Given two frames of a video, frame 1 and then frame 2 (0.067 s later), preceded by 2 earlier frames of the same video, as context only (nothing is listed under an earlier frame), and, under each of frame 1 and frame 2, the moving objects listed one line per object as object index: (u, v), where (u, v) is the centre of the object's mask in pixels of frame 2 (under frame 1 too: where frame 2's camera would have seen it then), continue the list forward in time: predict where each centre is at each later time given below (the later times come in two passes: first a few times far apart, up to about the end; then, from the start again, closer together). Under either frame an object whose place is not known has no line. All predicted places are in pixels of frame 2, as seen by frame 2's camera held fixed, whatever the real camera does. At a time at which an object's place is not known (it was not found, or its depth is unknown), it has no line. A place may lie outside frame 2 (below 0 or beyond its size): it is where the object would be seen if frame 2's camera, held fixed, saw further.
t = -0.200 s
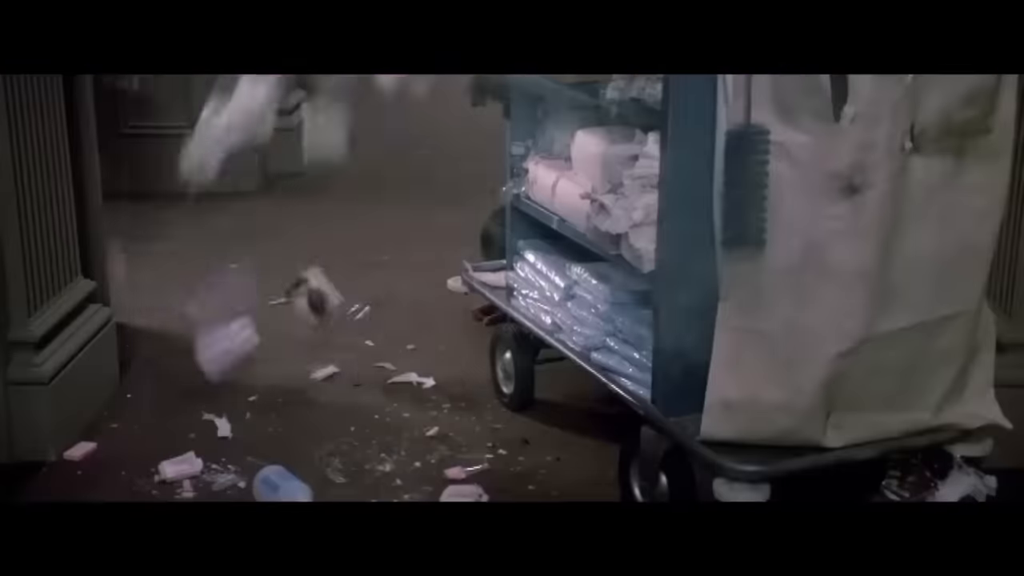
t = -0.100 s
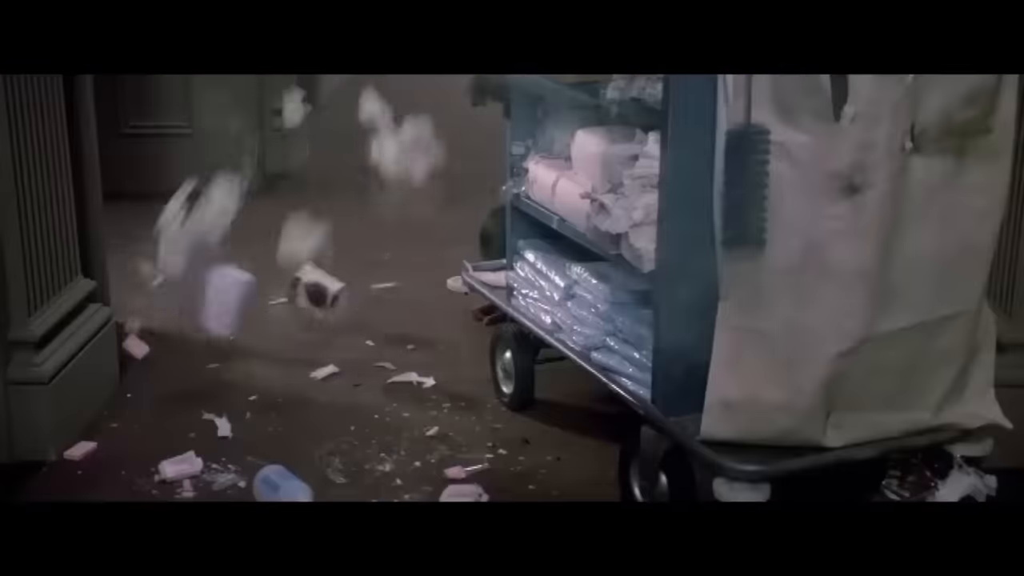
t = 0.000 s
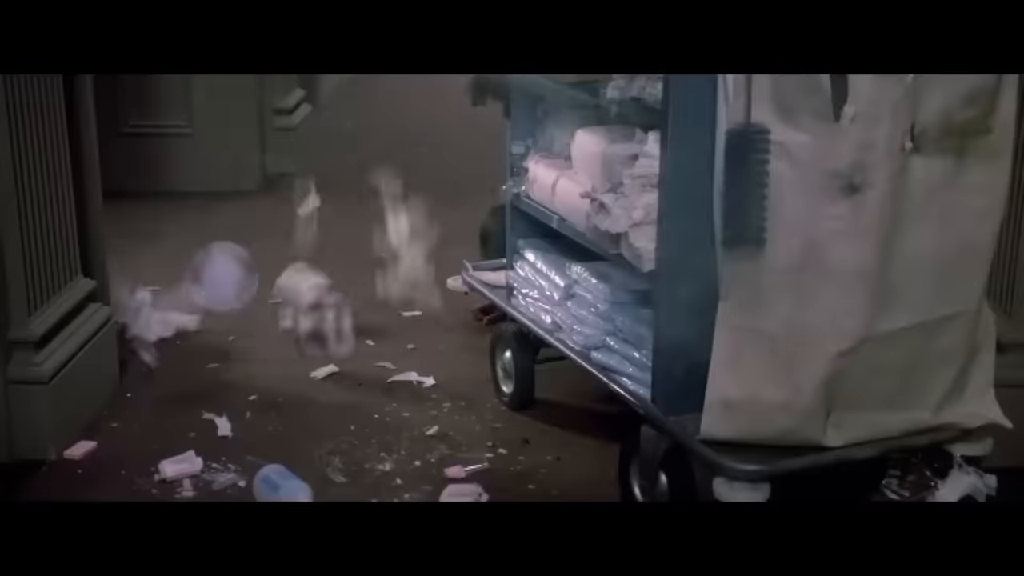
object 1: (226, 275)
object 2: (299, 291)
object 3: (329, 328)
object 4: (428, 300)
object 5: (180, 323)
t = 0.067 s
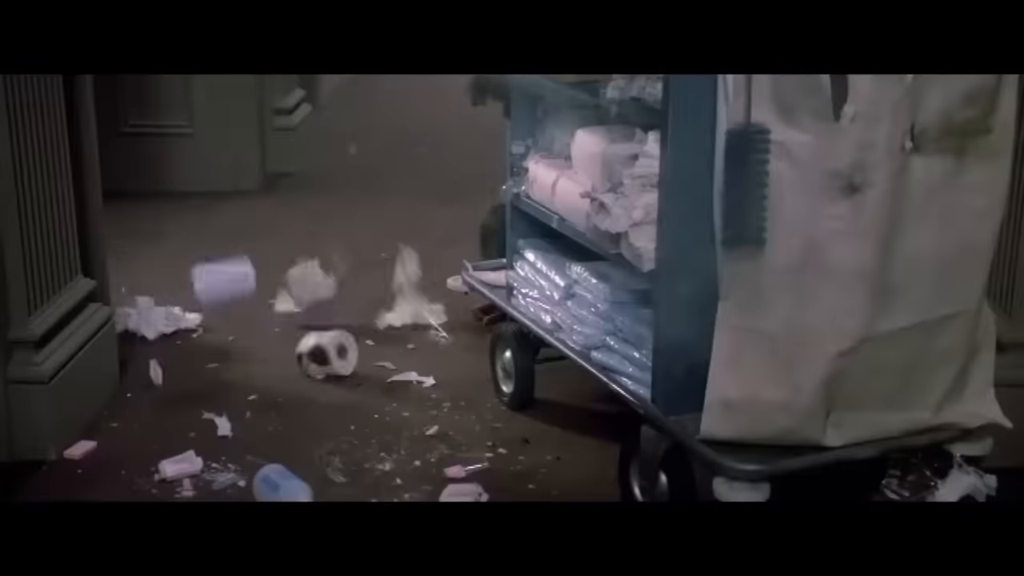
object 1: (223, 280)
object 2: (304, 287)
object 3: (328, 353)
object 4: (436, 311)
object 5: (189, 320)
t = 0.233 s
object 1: (227, 336)
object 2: (324, 303)
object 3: (348, 356)
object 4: (421, 305)
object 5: (179, 320)
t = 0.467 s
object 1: (219, 320)
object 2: (333, 315)
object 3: (373, 357)
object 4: (421, 305)
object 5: (174, 321)
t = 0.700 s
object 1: (201, 371)
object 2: (331, 314)
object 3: (367, 359)
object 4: (422, 305)
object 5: (191, 320)
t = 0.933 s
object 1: (200, 369)
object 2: (331, 314)
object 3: (367, 358)
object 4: (423, 306)
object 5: (182, 321)
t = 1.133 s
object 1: (200, 369)
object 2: (331, 314)
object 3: (367, 358)
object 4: (423, 305)
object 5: (181, 321)
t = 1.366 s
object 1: (200, 369)
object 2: (331, 314)
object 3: (367, 358)
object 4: (423, 305)
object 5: (180, 321)
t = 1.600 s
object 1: (200, 369)
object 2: (330, 314)
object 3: (367, 358)
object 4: (423, 306)
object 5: (180, 321)
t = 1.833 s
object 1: (200, 369)
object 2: (331, 314)
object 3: (367, 358)
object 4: (423, 305)
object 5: (180, 321)
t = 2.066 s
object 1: (200, 369)
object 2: (330, 314)
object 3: (367, 358)
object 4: (423, 305)
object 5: (181, 322)
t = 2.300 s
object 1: (200, 369)
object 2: (330, 314)
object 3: (367, 358)
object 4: (423, 305)
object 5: (181, 321)
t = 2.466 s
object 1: (200, 369)
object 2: (330, 314)
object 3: (367, 358)
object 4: (423, 305)
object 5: (180, 321)
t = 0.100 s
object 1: (224, 294)
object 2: (307, 294)
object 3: (332, 351)
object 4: (424, 307)
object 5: (187, 320)
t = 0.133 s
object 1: (225, 308)
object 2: (310, 296)
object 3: (337, 349)
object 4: (420, 305)
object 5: (187, 319)
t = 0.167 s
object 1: (226, 315)
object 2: (314, 298)
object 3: (340, 352)
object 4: (420, 304)
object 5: (179, 320)
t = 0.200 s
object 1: (227, 336)
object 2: (317, 301)
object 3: (345, 354)
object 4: (422, 304)
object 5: (179, 320)
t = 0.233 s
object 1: (227, 336)
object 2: (324, 303)
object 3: (348, 356)
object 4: (421, 305)
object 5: (179, 320)
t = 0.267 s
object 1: (222, 328)
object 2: (327, 306)
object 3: (350, 356)
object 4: (423, 305)
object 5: (177, 320)
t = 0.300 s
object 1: (219, 319)
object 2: (332, 308)
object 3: (356, 359)
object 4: (423, 305)
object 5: (176, 320)
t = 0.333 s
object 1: (218, 314)
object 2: (334, 308)
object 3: (366, 359)
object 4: (423, 305)
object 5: (185, 317)
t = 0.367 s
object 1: (218, 314)
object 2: (334, 308)
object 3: (367, 359)
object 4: (422, 305)
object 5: (177, 320)
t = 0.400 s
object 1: (216, 298)
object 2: (335, 315)
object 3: (368, 359)
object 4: (423, 305)
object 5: (186, 318)
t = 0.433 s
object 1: (217, 315)
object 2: (334, 315)
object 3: (372, 357)
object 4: (423, 305)
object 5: (174, 321)
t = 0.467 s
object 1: (219, 320)
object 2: (333, 315)
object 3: (373, 357)
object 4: (421, 305)
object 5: (174, 321)
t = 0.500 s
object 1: (213, 357)
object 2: (331, 311)
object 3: (377, 356)
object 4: (423, 305)
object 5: (177, 320)
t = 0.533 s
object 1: (211, 360)
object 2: (332, 315)
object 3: (378, 356)
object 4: (423, 305)
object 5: (189, 319)
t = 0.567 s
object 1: (210, 361)
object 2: (332, 315)
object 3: (378, 356)
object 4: (423, 305)
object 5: (189, 319)
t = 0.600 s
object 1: (210, 355)
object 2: (332, 316)
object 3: (376, 355)
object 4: (423, 305)
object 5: (177, 320)
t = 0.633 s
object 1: (201, 371)
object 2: (331, 314)
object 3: (370, 357)
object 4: (422, 305)
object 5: (180, 320)
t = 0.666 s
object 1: (201, 371)
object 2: (331, 314)
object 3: (367, 359)
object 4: (423, 305)
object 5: (181, 320)
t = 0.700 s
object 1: (201, 371)
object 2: (331, 314)
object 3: (367, 359)
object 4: (422, 305)
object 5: (191, 320)
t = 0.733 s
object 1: (201, 370)
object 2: (331, 314)
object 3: (367, 359)
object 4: (423, 305)
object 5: (191, 320)
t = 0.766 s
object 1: (201, 370)
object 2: (331, 314)
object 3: (367, 359)
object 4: (423, 305)
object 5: (182, 321)
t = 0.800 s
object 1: (200, 370)
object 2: (331, 315)
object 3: (367, 359)
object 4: (423, 306)
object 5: (181, 322)
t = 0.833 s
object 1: (200, 370)
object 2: (331, 314)
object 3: (367, 358)
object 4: (423, 306)
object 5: (181, 321)
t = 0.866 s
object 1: (200, 370)
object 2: (331, 314)
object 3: (367, 358)
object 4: (423, 306)
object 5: (181, 321)
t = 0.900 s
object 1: (200, 369)
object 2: (331, 314)
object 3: (367, 358)
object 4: (423, 305)
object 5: (182, 321)
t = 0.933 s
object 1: (200, 369)
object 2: (331, 314)
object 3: (367, 358)
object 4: (423, 306)
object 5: (182, 321)
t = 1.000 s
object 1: (200, 369)
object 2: (331, 314)
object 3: (367, 358)
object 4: (423, 305)
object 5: (182, 321)
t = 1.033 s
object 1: (200, 369)
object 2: (331, 314)
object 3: (367, 358)
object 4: (423, 305)
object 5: (182, 321)
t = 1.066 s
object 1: (200, 369)
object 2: (331, 314)
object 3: (367, 358)
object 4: (423, 305)
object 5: (182, 321)
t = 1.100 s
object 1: (200, 369)
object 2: (331, 314)
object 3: (367, 358)
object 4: (423, 305)
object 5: (181, 321)
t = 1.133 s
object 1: (200, 369)
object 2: (331, 314)
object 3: (367, 358)
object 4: (423, 305)
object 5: (181, 321)
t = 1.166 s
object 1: (200, 369)
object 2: (331, 314)
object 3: (367, 358)
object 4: (423, 305)
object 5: (181, 321)
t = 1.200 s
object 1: (200, 369)
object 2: (331, 314)
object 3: (367, 358)
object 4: (423, 305)
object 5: (183, 322)
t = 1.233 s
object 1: (200, 369)
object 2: (331, 314)
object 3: (367, 358)
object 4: (423, 305)
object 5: (182, 322)
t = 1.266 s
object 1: (200, 369)
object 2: (331, 314)
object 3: (367, 358)
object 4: (423, 305)
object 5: (181, 321)
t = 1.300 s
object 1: (200, 369)
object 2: (331, 314)
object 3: (367, 358)
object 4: (423, 305)
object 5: (181, 321)
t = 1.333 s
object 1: (200, 369)
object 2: (331, 314)
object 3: (367, 358)
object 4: (423, 305)
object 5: (181, 321)
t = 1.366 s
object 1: (200, 369)
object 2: (331, 314)
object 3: (367, 358)
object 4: (423, 305)
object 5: (180, 321)
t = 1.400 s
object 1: (200, 369)
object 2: (331, 314)
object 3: (367, 358)
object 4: (423, 305)
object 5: (180, 321)
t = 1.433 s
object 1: (200, 369)
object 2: (331, 314)
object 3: (367, 358)
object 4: (423, 306)
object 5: (180, 321)
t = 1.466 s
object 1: (200, 369)
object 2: (331, 314)
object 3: (367, 358)
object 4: (423, 306)
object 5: (180, 321)
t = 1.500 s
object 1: (200, 369)
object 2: (330, 314)
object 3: (367, 358)
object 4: (423, 306)
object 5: (180, 321)
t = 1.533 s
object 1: (200, 369)
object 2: (330, 314)
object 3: (367, 358)
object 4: (423, 306)
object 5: (180, 321)
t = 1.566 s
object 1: (200, 369)
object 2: (330, 314)
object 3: (367, 358)
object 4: (423, 306)
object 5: (180, 321)
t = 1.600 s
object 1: (200, 369)
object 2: (330, 314)
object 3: (367, 358)
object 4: (423, 306)
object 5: (180, 321)
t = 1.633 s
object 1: (200, 369)
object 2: (331, 314)
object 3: (367, 358)
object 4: (423, 306)
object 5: (180, 321)
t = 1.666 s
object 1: (200, 369)
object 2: (331, 314)
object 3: (367, 358)
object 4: (423, 306)
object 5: (180, 321)
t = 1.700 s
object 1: (200, 369)
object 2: (331, 314)
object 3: (367, 358)
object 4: (423, 306)
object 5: (180, 321)
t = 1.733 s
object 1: (200, 369)
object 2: (331, 314)
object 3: (367, 358)
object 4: (423, 306)
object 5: (180, 321)
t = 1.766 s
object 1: (200, 369)
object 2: (331, 314)
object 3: (367, 358)
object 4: (423, 306)
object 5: (180, 321)
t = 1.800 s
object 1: (200, 369)
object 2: (331, 314)
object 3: (367, 358)
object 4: (423, 305)
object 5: (180, 321)
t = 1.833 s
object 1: (200, 369)
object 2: (331, 314)
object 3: (367, 358)
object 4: (423, 305)
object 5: (180, 321)
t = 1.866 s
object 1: (200, 369)
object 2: (331, 314)
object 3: (367, 358)
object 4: (423, 305)
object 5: (180, 321)
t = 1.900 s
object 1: (200, 369)
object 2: (330, 314)
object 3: (367, 358)
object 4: (423, 305)
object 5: (180, 321)
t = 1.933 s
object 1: (200, 369)
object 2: (330, 314)
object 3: (367, 358)
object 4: (423, 305)
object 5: (180, 321)
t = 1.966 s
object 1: (200, 369)
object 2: (330, 314)
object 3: (367, 358)
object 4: (423, 305)
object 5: (180, 321)
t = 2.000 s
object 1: (200, 369)
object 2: (330, 314)
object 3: (367, 358)
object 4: (423, 305)
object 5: (181, 321)
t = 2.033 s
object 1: (200, 369)
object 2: (330, 314)
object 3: (367, 358)
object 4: (423, 305)
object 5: (181, 321)
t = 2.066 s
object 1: (200, 369)
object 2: (330, 314)
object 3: (367, 358)
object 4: (423, 305)
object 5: (181, 322)
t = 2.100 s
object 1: (200, 369)
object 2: (330, 314)
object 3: (367, 358)
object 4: (423, 305)
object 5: (181, 321)
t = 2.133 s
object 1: (200, 369)
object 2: (331, 314)
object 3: (367, 358)
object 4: (423, 305)
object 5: (181, 321)
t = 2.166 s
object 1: (200, 369)
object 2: (331, 314)
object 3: (367, 358)
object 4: (423, 305)
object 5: (181, 321)
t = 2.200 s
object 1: (200, 369)
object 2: (330, 314)
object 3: (367, 358)
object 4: (423, 305)
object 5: (181, 321)
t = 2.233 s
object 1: (200, 369)
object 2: (330, 314)
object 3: (367, 358)
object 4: (423, 305)
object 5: (181, 321)
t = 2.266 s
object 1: (200, 369)
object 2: (331, 314)
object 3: (367, 358)
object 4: (423, 305)
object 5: (181, 321)
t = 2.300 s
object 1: (200, 369)
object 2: (330, 314)
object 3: (367, 358)
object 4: (423, 305)
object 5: (181, 321)
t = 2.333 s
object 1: (200, 369)
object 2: (331, 314)
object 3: (367, 358)
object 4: (423, 305)
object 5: (180, 321)
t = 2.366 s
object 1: (200, 369)
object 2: (331, 314)
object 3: (367, 358)
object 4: (423, 305)
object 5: (180, 321)
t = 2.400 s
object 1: (200, 369)
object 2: (331, 314)
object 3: (367, 358)
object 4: (423, 305)
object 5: (180, 321)
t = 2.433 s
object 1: (200, 369)
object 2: (330, 314)
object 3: (367, 358)
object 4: (423, 305)
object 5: (180, 321)
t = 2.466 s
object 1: (200, 369)
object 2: (330, 314)
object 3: (367, 358)
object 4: (423, 305)
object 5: (180, 321)
